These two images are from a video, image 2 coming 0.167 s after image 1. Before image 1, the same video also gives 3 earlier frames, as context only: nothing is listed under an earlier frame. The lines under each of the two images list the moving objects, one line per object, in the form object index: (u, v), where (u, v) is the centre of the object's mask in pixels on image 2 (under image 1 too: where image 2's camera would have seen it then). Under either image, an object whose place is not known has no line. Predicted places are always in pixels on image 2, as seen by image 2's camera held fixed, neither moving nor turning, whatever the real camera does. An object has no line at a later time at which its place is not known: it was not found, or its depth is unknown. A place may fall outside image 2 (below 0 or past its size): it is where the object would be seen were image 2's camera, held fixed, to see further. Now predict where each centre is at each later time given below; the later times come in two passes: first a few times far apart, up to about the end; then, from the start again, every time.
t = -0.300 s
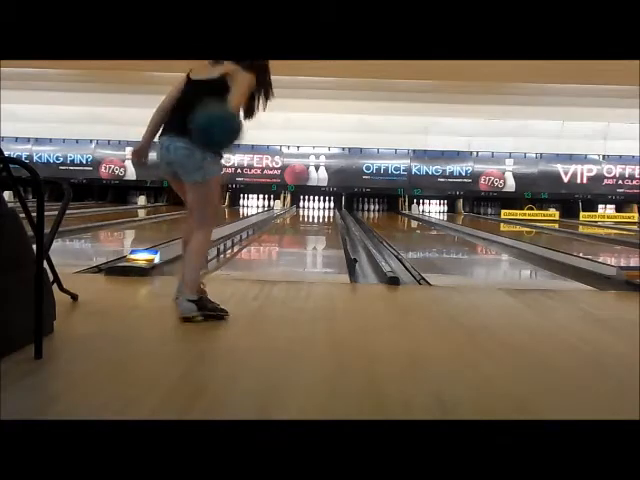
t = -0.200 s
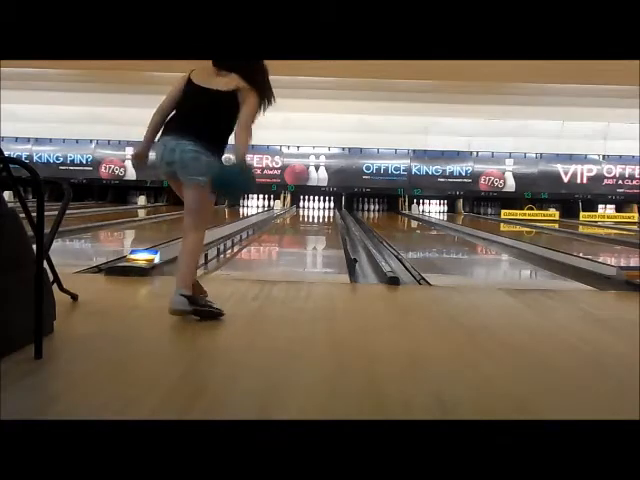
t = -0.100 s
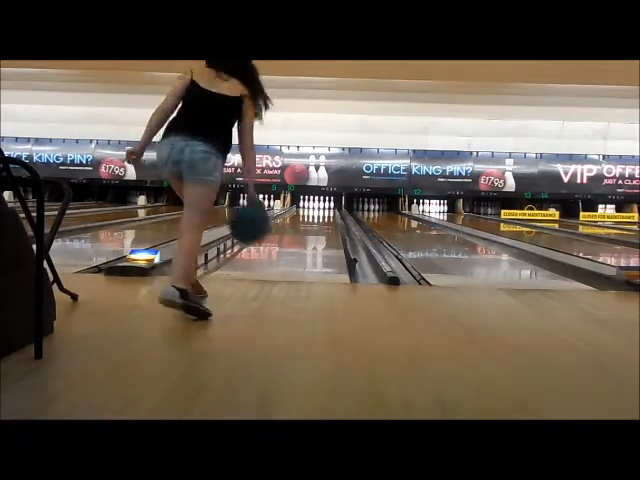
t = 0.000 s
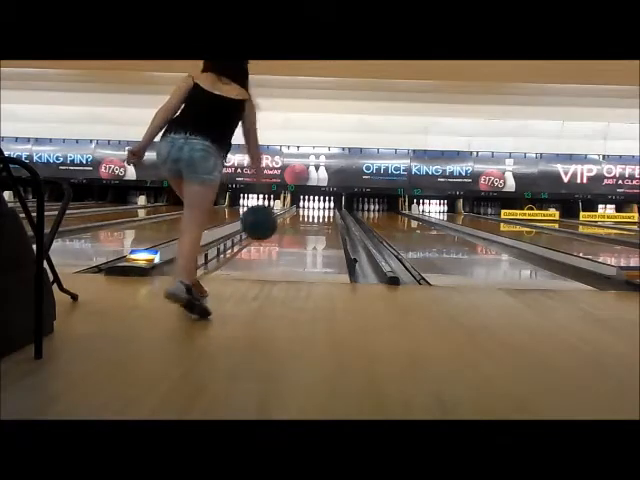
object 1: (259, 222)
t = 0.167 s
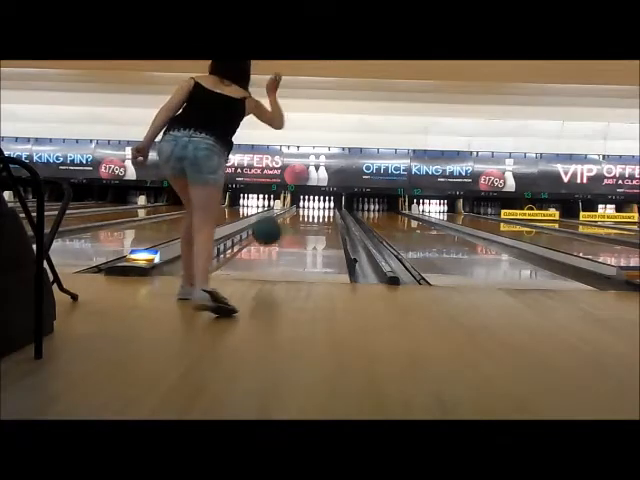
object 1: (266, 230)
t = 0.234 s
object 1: (268, 243)
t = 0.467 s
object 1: (275, 238)
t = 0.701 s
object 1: (279, 231)
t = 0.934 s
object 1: (282, 226)
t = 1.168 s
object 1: (285, 222)
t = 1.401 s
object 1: (287, 217)
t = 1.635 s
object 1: (288, 216)
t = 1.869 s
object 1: (290, 213)
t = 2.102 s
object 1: (291, 210)
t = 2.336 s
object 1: (294, 209)
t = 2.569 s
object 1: (297, 208)
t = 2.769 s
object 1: (299, 207)
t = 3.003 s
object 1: (300, 207)
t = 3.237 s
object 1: (300, 207)
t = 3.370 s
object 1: (300, 206)
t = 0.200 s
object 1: (267, 235)
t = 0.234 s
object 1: (268, 243)
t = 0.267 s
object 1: (269, 248)
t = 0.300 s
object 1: (271, 243)
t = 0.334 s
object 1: (272, 241)
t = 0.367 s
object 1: (272, 240)
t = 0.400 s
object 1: (273, 239)
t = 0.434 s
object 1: (274, 239)
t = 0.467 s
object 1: (275, 238)
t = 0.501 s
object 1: (275, 236)
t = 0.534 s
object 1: (276, 235)
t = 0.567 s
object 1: (277, 234)
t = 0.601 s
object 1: (277, 233)
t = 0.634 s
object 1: (278, 232)
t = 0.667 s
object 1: (279, 231)
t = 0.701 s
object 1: (279, 231)
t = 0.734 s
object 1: (280, 229)
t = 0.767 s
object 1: (280, 229)
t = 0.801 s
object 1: (281, 228)
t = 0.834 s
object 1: (281, 228)
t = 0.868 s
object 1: (281, 227)
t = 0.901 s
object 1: (282, 226)
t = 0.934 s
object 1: (282, 226)
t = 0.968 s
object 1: (283, 224)
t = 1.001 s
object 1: (283, 224)
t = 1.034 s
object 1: (284, 223)
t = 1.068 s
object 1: (285, 222)
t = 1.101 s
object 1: (285, 222)
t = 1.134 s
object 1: (285, 222)
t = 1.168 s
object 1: (285, 222)
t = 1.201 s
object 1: (285, 220)
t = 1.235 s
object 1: (285, 220)
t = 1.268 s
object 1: (285, 220)
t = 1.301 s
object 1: (285, 220)
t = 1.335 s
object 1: (286, 219)
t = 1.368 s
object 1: (286, 219)
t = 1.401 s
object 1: (287, 217)
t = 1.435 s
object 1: (287, 216)
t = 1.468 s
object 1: (287, 216)
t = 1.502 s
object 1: (288, 216)
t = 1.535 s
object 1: (288, 216)
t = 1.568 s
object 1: (288, 216)
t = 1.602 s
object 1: (288, 215)
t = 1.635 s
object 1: (288, 216)
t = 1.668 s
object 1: (288, 216)
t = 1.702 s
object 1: (288, 215)
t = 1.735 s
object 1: (289, 215)
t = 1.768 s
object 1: (289, 214)
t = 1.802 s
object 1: (289, 214)
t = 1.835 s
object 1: (290, 214)
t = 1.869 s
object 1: (290, 213)
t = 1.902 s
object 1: (290, 213)
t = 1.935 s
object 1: (290, 212)
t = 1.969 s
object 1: (290, 212)
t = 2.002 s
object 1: (290, 212)
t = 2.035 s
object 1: (290, 212)
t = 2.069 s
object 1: (291, 211)
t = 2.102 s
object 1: (291, 210)
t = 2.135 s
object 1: (291, 210)
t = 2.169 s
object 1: (291, 210)
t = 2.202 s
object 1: (291, 210)
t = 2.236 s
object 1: (292, 210)
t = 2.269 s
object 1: (292, 210)
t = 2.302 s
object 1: (294, 209)
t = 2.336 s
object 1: (294, 209)
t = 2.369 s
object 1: (295, 209)
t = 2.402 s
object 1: (295, 209)
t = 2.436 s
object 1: (295, 209)
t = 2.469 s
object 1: (295, 209)
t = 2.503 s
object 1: (295, 209)
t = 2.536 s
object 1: (295, 209)
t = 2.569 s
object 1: (297, 208)
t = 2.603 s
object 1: (297, 208)
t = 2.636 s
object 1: (297, 208)
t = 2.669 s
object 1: (297, 208)
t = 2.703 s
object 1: (298, 208)
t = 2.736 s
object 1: (299, 208)
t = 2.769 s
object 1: (299, 207)
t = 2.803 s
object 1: (300, 207)
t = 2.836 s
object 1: (300, 207)
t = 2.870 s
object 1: (300, 207)
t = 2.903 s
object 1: (300, 207)
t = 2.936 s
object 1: (300, 207)
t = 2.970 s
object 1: (300, 207)
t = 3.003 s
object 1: (300, 207)
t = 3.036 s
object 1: (300, 207)
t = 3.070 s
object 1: (300, 207)
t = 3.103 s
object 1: (300, 207)
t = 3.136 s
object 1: (300, 207)
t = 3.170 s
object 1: (300, 207)
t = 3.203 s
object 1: (300, 207)
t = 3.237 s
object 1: (300, 207)
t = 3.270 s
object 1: (300, 206)
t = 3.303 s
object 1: (300, 206)
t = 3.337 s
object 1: (300, 206)
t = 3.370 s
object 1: (300, 206)
